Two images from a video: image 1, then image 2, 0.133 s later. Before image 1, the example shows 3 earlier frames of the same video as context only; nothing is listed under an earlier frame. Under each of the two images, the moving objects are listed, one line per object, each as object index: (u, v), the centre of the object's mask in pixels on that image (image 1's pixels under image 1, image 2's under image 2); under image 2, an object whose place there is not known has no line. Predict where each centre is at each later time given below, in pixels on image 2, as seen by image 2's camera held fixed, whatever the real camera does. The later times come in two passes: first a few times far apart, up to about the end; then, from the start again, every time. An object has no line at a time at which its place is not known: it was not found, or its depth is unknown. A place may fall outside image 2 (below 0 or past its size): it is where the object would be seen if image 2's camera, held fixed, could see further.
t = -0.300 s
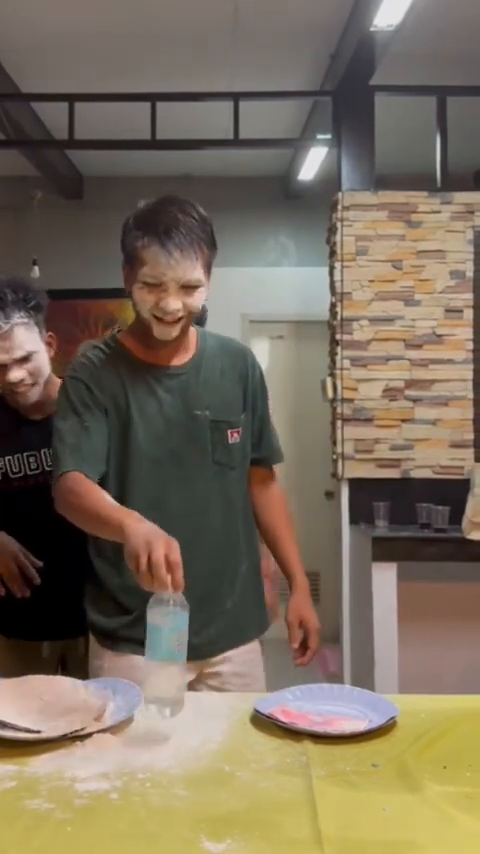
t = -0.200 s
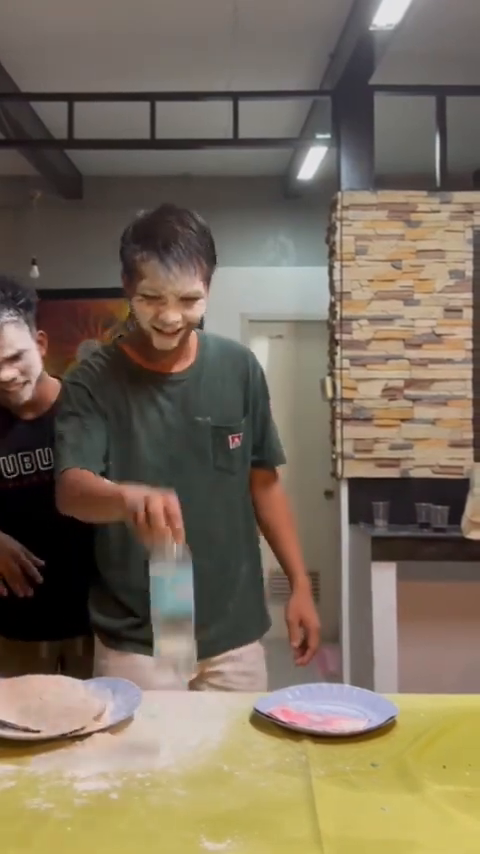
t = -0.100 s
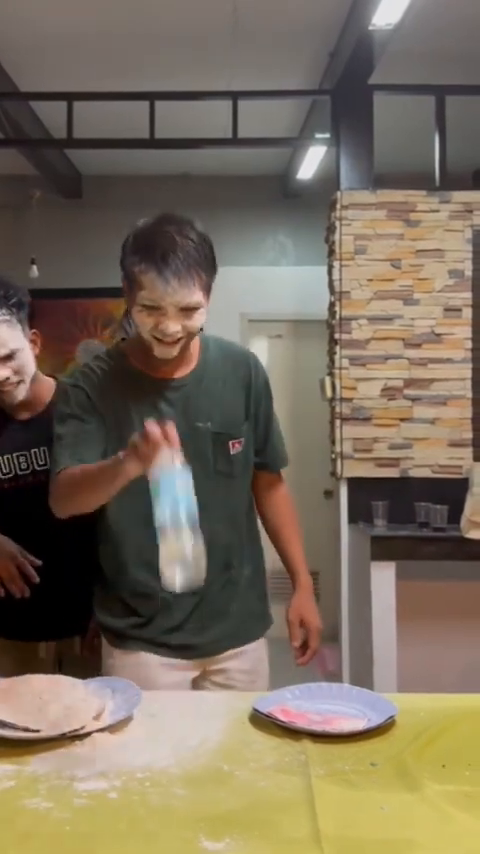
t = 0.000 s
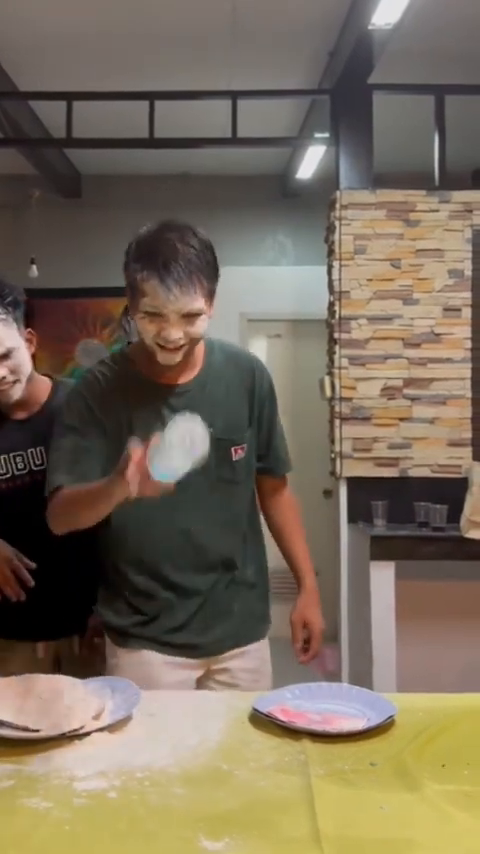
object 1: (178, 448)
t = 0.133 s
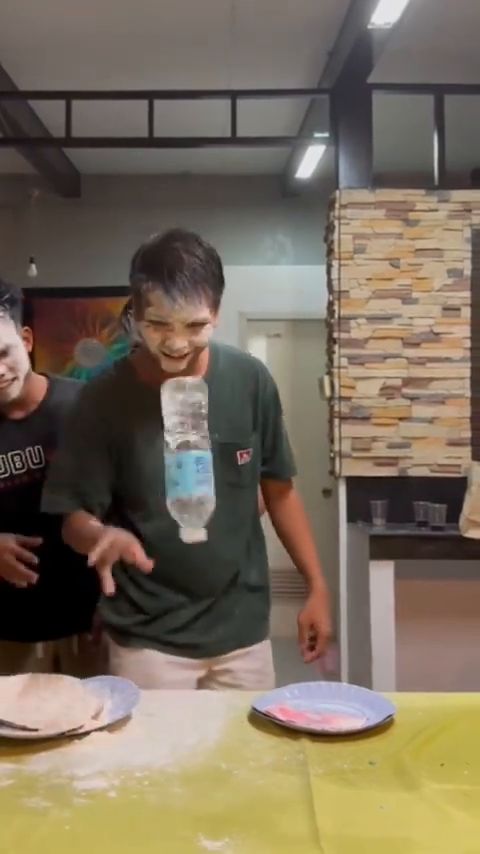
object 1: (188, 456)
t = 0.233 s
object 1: (197, 496)
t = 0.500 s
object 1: (178, 796)
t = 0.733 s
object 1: (161, 797)
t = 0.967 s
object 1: (145, 797)
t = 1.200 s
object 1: (142, 796)
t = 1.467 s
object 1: (149, 796)
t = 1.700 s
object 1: (160, 797)
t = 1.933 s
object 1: (171, 797)
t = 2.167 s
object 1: (182, 796)
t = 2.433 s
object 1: (186, 796)
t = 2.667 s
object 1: (185, 796)
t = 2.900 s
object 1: (183, 796)
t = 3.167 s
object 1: (183, 796)
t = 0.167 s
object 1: (192, 465)
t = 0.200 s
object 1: (195, 477)
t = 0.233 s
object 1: (197, 496)
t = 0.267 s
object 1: (197, 524)
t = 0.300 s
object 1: (198, 564)
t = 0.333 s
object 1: (197, 615)
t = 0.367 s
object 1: (198, 669)
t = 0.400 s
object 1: (194, 746)
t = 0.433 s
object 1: (188, 791)
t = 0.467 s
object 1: (183, 792)
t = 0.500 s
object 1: (178, 796)
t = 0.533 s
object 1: (174, 797)
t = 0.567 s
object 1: (171, 797)
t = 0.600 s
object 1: (169, 796)
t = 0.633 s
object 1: (168, 796)
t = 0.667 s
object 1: (167, 797)
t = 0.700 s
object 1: (165, 797)
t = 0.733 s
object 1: (161, 797)
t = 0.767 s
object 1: (155, 796)
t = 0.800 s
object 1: (151, 796)
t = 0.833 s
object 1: (150, 796)
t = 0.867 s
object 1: (149, 796)
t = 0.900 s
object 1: (149, 796)
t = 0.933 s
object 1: (148, 797)
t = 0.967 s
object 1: (145, 797)
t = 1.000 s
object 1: (143, 797)
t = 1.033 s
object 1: (142, 797)
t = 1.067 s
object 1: (143, 796)
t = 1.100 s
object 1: (144, 797)
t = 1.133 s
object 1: (144, 797)
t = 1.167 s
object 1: (143, 797)
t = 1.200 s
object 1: (142, 796)
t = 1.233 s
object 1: (142, 797)
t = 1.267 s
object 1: (143, 797)
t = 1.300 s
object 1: (145, 797)
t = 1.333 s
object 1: (147, 797)
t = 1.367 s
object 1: (147, 797)
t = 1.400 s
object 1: (147, 797)
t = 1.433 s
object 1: (147, 797)
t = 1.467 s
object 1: (149, 796)
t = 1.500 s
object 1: (151, 796)
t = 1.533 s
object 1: (155, 796)
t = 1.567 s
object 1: (156, 796)
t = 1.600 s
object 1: (156, 797)
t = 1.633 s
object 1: (157, 797)
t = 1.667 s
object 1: (157, 797)
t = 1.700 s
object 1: (160, 797)
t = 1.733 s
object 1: (162, 797)
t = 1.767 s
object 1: (164, 798)
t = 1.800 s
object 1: (165, 797)
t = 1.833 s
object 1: (165, 797)
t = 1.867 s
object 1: (166, 797)
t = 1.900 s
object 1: (169, 797)
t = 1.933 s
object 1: (171, 797)
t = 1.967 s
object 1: (172, 797)
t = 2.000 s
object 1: (173, 797)
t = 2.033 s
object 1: (175, 797)
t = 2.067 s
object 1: (176, 797)
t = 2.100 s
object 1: (178, 797)
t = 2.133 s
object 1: (180, 796)
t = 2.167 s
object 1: (182, 796)
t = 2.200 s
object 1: (183, 796)
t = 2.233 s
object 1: (184, 796)
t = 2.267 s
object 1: (184, 797)
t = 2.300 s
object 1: (185, 797)
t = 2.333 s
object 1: (187, 796)
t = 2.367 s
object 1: (187, 796)
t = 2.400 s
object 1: (187, 796)
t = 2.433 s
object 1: (186, 796)
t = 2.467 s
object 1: (186, 797)
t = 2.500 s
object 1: (187, 797)
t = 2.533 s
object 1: (186, 797)
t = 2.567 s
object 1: (187, 796)
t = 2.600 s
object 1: (186, 796)
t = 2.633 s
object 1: (186, 796)
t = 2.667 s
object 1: (185, 796)
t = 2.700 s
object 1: (185, 796)
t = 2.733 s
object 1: (185, 796)
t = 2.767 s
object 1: (185, 796)
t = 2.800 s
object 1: (185, 796)
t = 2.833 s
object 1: (184, 796)
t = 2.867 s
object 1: (183, 796)
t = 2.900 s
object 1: (183, 796)
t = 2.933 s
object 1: (183, 796)
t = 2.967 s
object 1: (184, 796)
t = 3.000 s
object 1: (183, 796)
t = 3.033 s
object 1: (182, 796)
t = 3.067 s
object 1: (183, 795)
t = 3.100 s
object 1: (182, 796)
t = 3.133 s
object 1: (183, 796)
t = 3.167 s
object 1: (183, 796)
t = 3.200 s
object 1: (183, 795)
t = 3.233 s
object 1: (183, 796)
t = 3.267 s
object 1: (183, 796)
